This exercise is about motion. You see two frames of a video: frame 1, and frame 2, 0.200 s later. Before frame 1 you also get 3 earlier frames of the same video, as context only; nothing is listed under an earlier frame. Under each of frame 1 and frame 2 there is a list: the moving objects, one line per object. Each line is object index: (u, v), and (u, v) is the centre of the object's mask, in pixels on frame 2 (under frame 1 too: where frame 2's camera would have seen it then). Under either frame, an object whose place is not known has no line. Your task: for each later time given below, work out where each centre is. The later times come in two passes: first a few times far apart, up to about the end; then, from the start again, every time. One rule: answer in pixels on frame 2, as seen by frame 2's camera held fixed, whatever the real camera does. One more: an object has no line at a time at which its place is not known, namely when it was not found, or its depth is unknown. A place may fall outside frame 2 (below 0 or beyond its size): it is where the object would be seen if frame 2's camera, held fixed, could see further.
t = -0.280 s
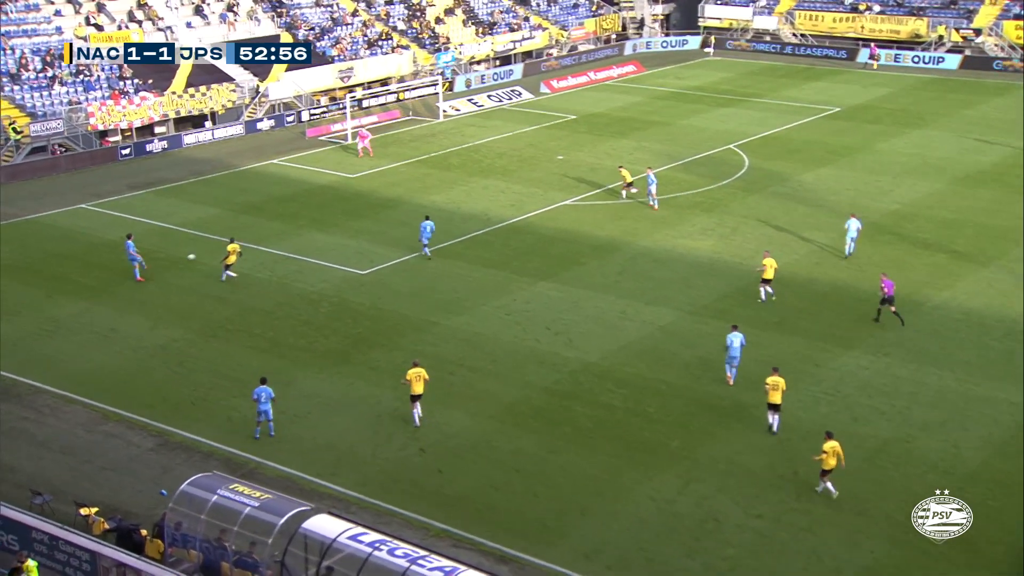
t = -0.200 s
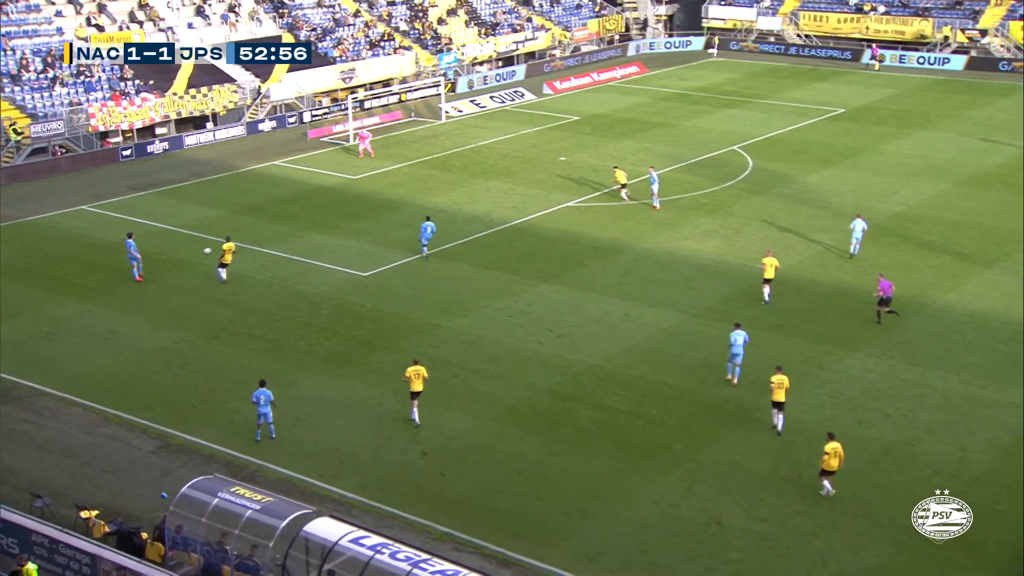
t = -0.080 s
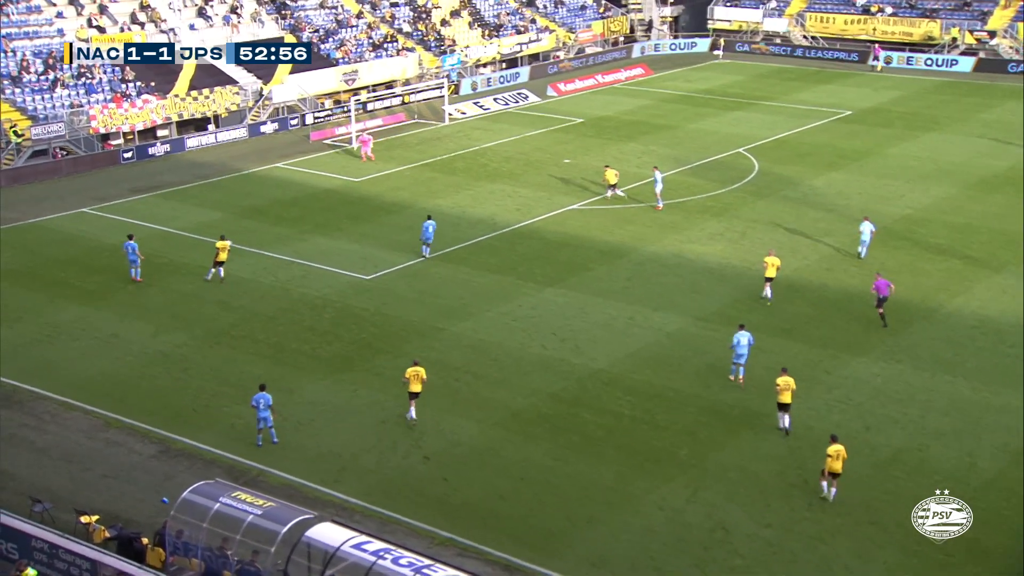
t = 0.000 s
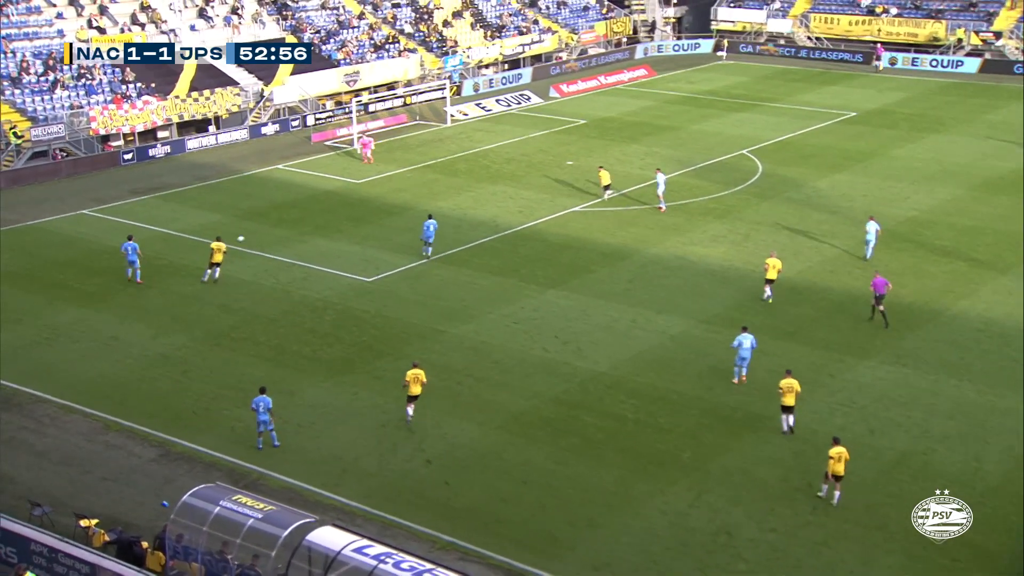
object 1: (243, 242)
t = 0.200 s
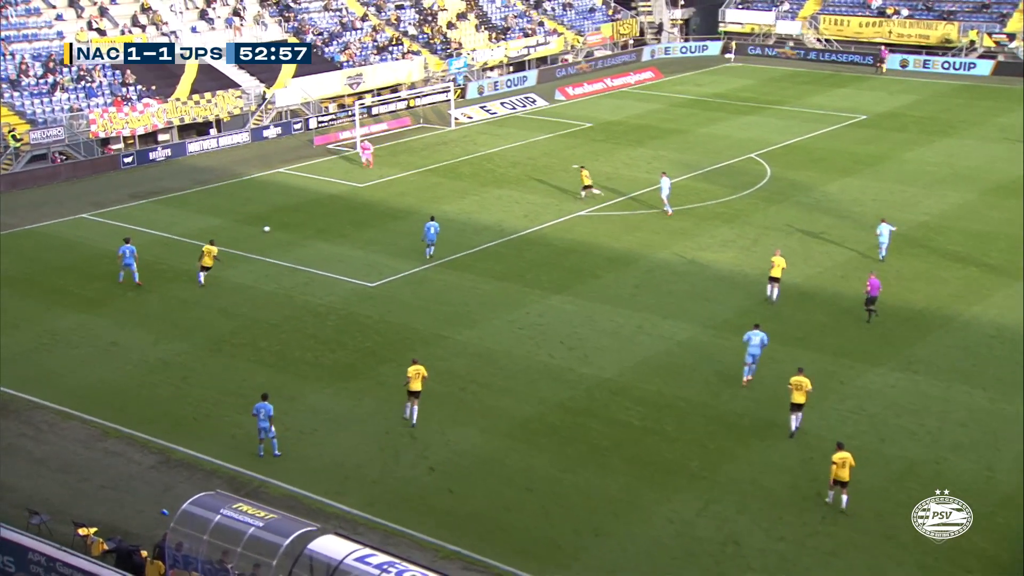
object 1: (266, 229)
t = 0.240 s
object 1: (271, 226)
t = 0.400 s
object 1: (286, 218)
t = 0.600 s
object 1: (303, 209)
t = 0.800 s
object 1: (317, 202)
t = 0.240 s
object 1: (271, 226)
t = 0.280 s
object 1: (275, 224)
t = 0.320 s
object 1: (279, 223)
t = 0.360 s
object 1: (283, 220)
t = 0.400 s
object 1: (286, 218)
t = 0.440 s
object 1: (290, 216)
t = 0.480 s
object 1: (293, 215)
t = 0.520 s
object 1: (297, 213)
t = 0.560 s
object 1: (300, 211)
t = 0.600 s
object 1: (303, 209)
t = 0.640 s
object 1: (306, 208)
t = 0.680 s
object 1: (309, 206)
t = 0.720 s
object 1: (312, 204)
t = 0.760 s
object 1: (315, 203)
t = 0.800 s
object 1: (317, 202)
